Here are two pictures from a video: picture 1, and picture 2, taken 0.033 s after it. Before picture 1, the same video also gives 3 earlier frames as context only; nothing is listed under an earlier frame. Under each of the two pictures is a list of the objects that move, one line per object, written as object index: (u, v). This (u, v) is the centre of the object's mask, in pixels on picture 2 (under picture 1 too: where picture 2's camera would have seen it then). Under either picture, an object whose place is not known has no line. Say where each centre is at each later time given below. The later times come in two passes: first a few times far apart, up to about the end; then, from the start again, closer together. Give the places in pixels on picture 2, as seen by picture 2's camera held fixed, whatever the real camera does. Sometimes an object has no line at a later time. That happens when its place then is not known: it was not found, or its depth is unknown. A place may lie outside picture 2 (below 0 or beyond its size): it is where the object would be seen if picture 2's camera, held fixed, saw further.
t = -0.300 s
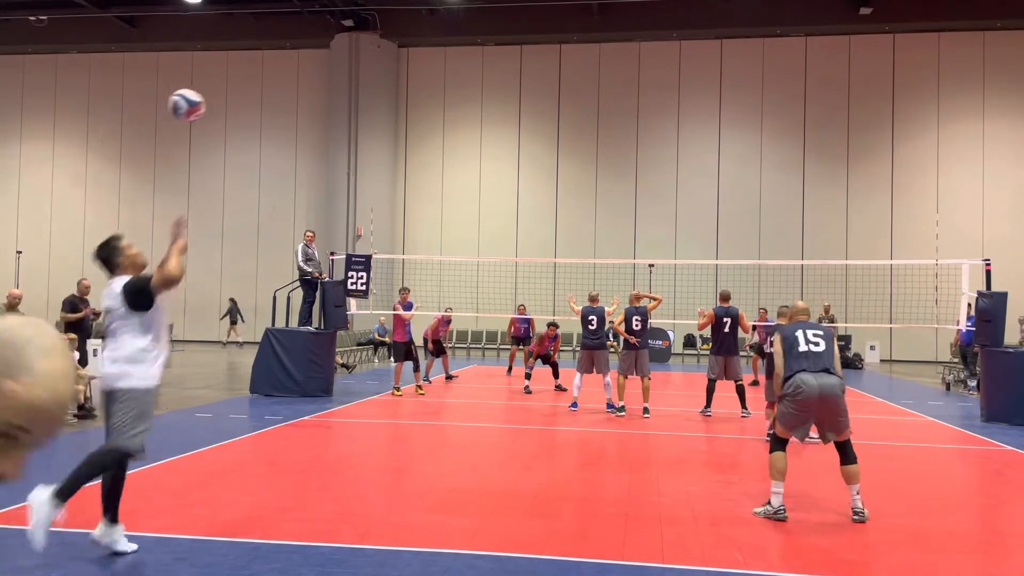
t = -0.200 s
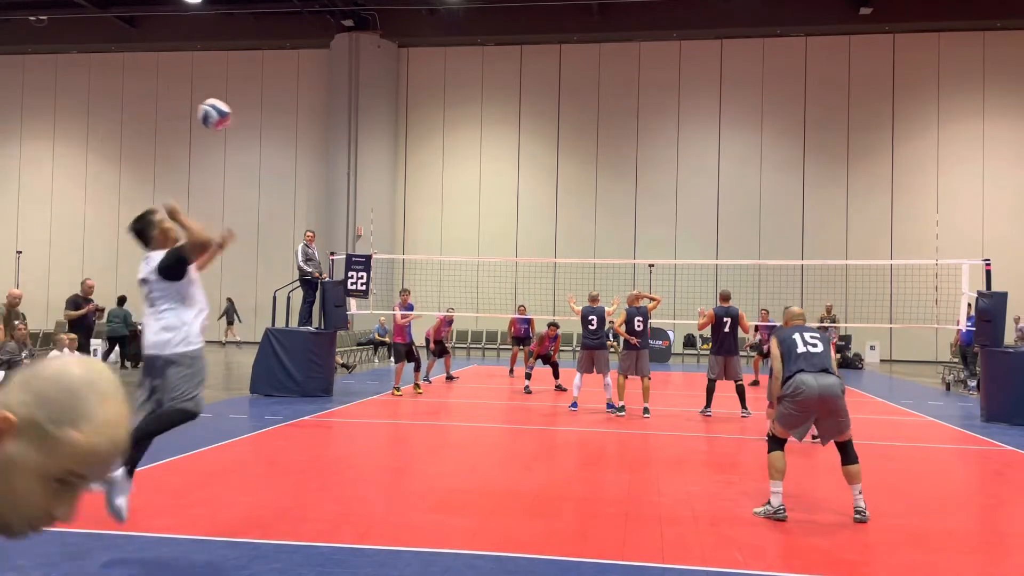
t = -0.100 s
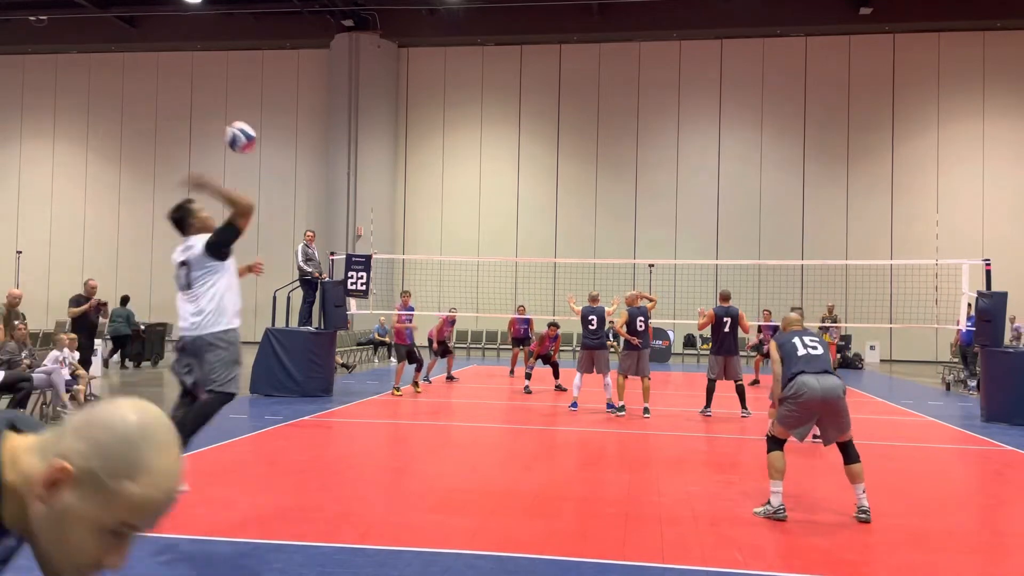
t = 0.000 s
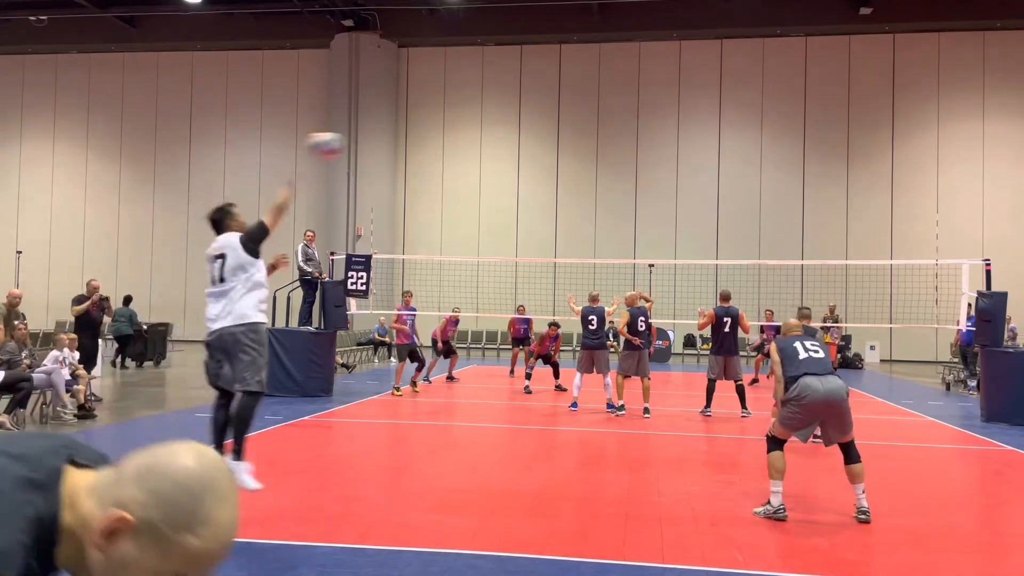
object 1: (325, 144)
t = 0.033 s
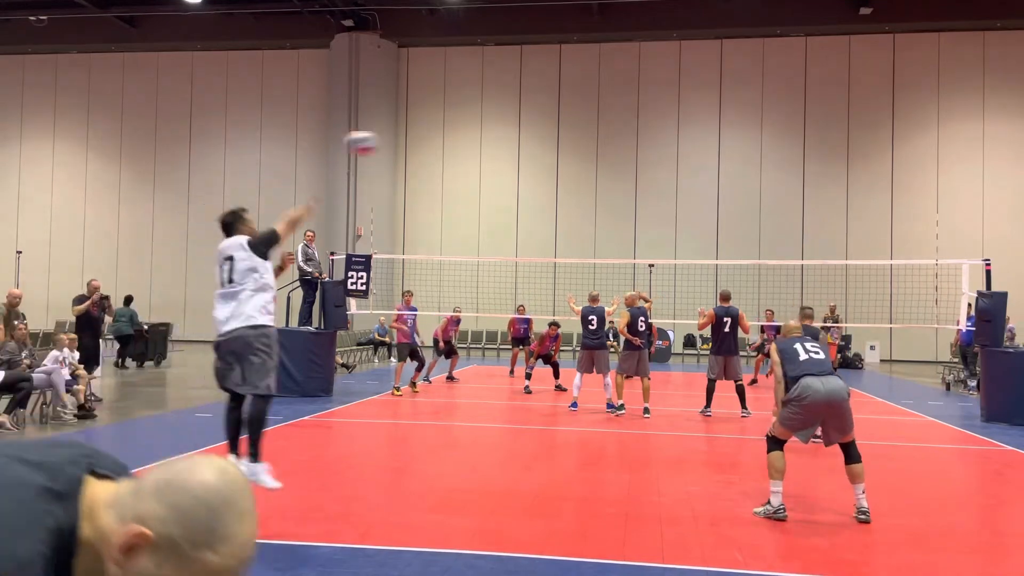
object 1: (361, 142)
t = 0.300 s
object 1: (539, 172)
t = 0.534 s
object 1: (615, 225)
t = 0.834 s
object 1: (666, 302)
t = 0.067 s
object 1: (393, 143)
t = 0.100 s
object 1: (422, 144)
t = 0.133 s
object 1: (447, 147)
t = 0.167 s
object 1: (469, 150)
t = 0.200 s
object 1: (489, 155)
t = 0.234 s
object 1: (508, 159)
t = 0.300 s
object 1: (539, 172)
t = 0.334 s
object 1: (553, 179)
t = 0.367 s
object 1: (565, 186)
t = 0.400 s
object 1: (577, 193)
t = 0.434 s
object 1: (587, 201)
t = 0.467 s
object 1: (597, 208)
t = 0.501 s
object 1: (607, 217)
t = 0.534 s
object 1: (615, 225)
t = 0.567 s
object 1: (623, 233)
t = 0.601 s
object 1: (630, 242)
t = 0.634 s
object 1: (636, 250)
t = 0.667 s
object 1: (642, 256)
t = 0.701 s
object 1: (648, 268)
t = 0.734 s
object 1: (653, 275)
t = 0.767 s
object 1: (657, 285)
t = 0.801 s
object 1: (661, 293)
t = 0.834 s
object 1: (666, 302)
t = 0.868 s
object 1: (670, 312)
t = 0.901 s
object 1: (674, 322)
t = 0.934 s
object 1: (679, 331)
